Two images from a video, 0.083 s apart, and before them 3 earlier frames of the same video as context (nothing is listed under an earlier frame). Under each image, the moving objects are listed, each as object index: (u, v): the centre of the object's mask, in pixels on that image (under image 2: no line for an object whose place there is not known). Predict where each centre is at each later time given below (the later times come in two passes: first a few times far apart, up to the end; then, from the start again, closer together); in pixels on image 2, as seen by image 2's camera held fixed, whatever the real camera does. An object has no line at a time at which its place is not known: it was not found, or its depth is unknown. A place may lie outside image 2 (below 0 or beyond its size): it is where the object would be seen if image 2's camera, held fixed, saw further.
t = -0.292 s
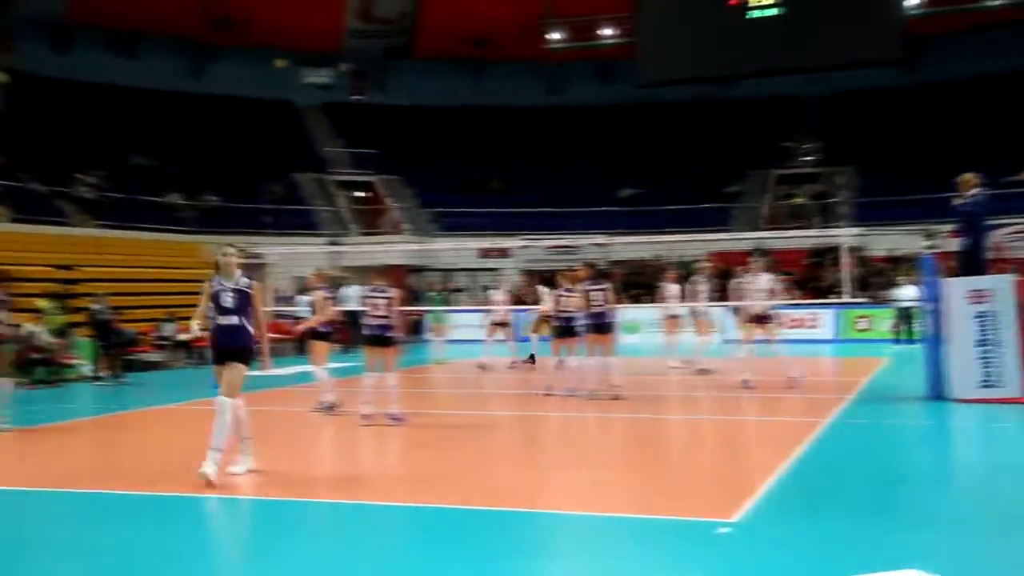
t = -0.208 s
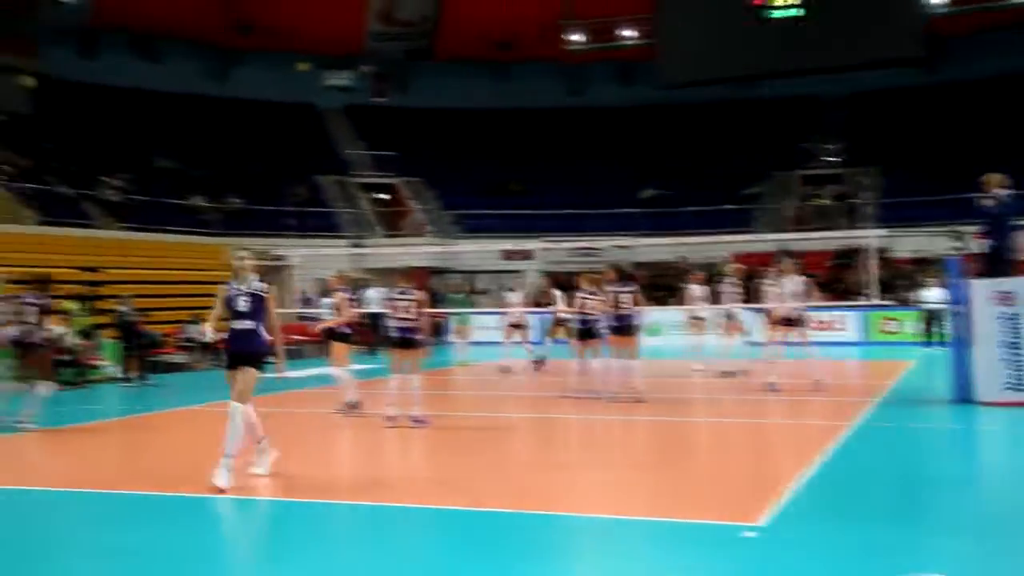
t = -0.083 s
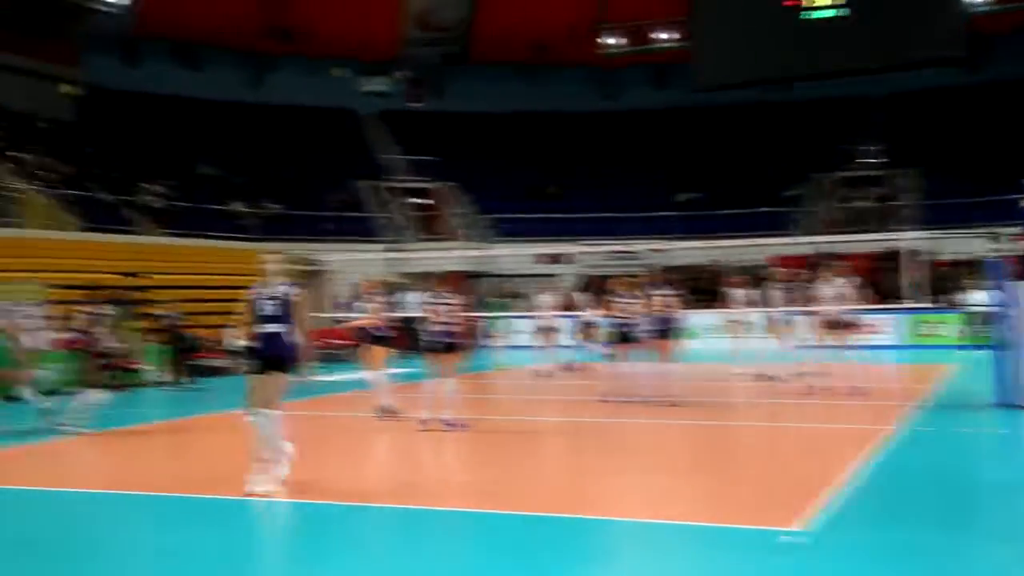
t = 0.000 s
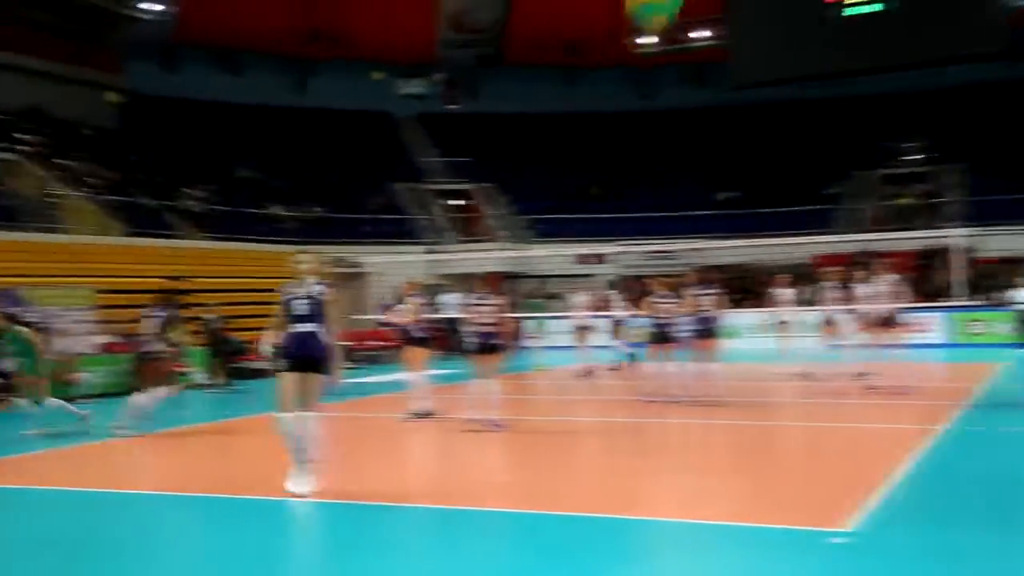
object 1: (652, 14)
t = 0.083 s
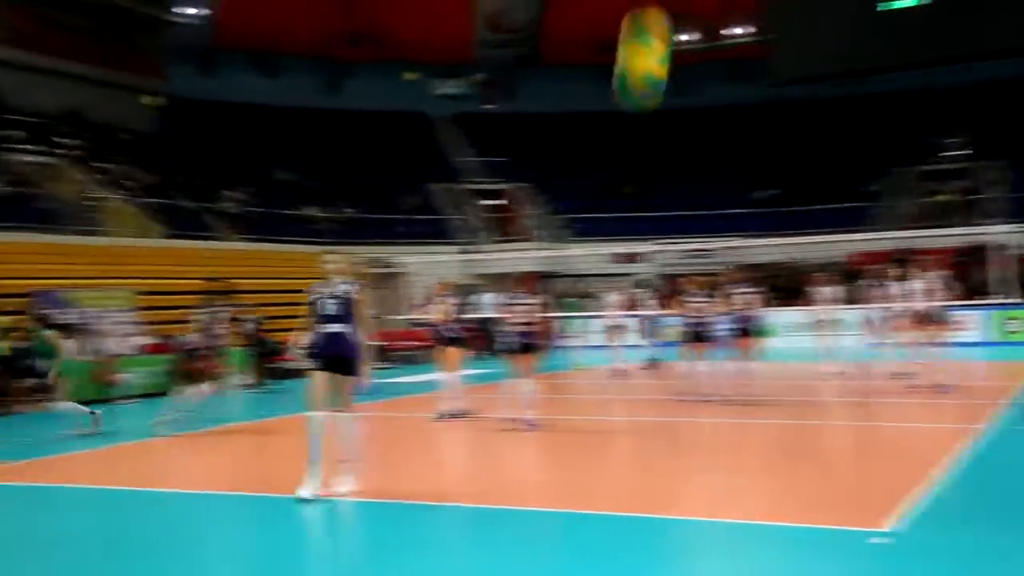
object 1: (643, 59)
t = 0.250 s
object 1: (566, 223)
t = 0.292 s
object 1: (554, 263)
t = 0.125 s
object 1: (620, 92)
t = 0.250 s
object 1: (566, 223)
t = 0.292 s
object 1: (554, 263)
